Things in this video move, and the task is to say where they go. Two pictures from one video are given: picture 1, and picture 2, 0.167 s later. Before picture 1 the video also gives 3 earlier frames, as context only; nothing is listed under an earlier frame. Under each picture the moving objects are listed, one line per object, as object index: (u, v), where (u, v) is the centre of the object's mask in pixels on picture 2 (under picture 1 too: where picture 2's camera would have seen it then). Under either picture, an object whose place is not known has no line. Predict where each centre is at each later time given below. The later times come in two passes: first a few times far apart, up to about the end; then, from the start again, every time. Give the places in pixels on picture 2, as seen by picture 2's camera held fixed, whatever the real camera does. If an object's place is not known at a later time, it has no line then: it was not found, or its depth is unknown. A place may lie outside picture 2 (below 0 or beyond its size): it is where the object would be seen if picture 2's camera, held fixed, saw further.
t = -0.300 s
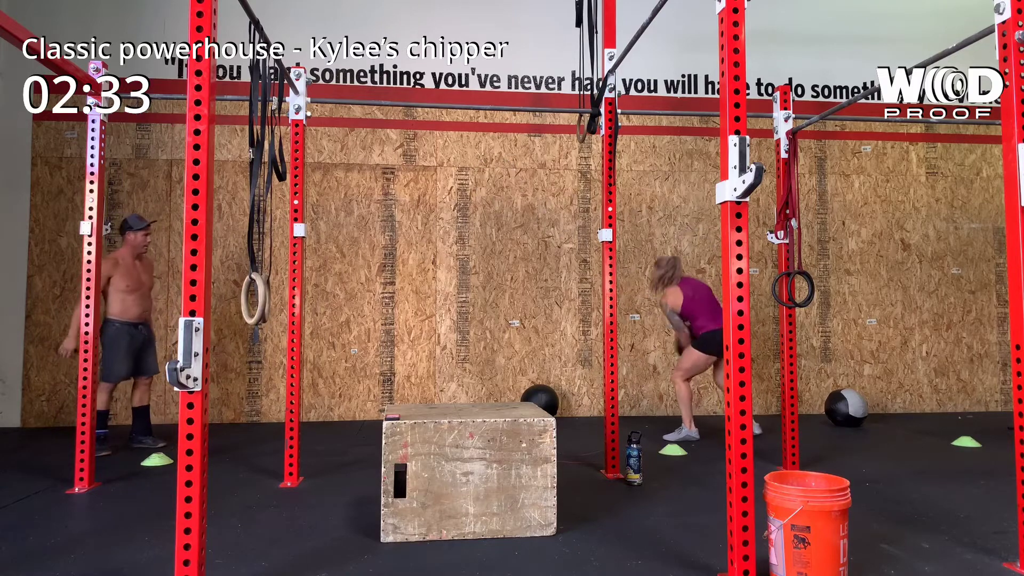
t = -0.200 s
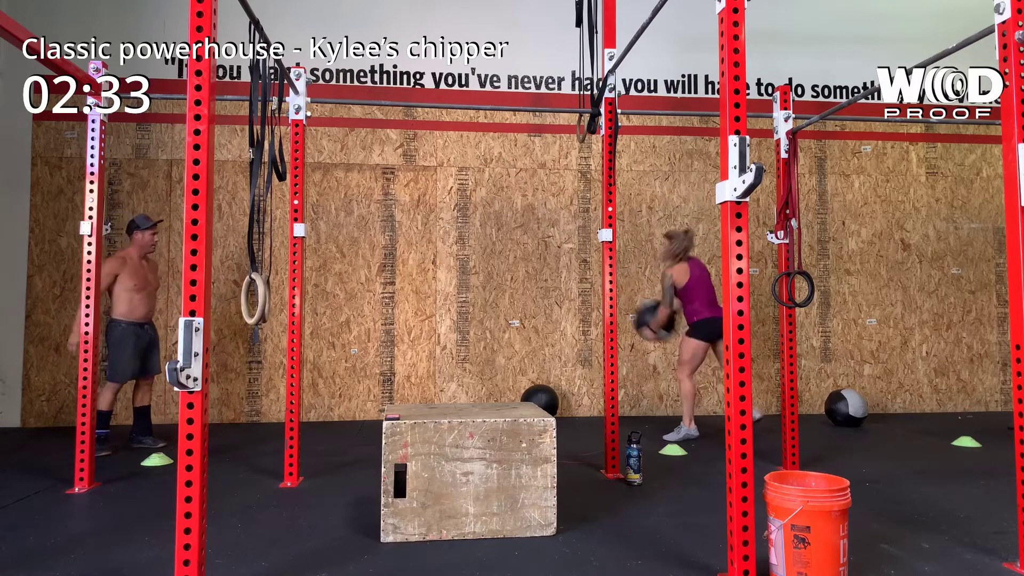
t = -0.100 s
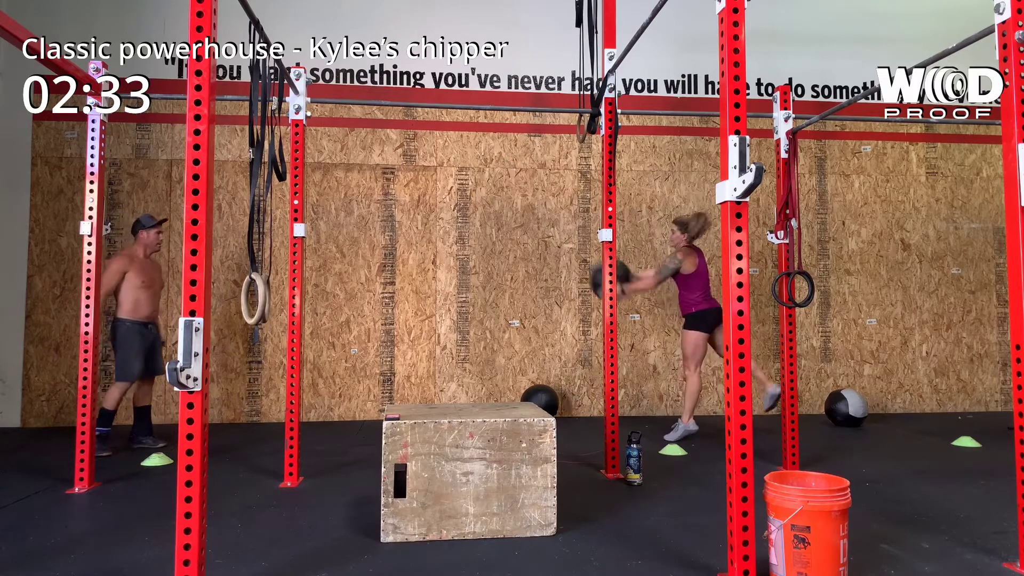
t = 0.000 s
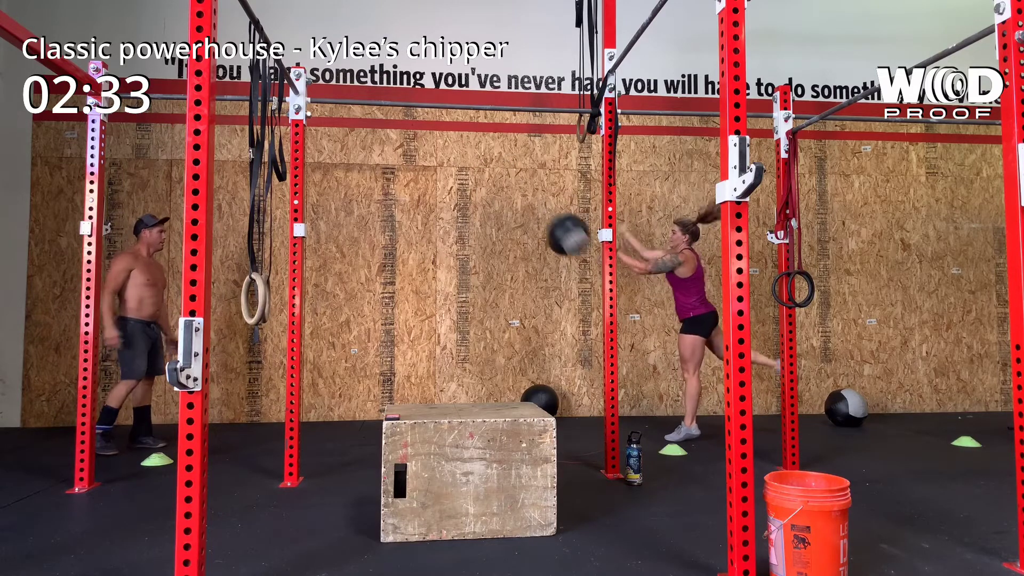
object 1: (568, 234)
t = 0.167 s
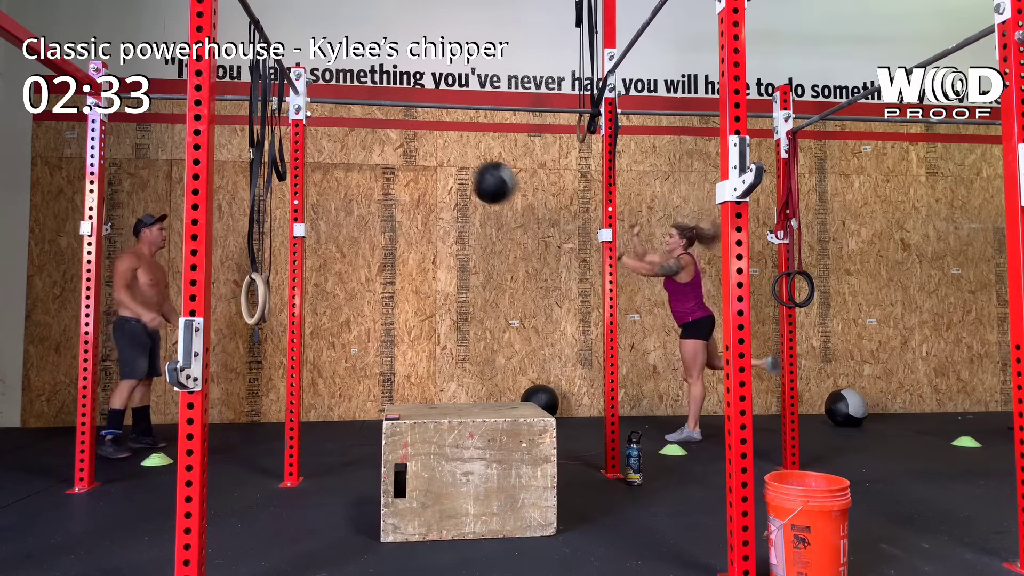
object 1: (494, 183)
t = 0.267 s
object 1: (447, 165)
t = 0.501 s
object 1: (331, 170)
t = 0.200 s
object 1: (479, 175)
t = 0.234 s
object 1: (464, 169)
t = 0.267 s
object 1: (447, 165)
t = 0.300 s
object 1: (432, 161)
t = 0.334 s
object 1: (416, 159)
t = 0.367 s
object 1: (400, 158)
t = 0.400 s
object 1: (383, 159)
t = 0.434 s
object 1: (366, 161)
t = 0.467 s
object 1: (350, 165)
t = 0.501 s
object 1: (331, 170)
